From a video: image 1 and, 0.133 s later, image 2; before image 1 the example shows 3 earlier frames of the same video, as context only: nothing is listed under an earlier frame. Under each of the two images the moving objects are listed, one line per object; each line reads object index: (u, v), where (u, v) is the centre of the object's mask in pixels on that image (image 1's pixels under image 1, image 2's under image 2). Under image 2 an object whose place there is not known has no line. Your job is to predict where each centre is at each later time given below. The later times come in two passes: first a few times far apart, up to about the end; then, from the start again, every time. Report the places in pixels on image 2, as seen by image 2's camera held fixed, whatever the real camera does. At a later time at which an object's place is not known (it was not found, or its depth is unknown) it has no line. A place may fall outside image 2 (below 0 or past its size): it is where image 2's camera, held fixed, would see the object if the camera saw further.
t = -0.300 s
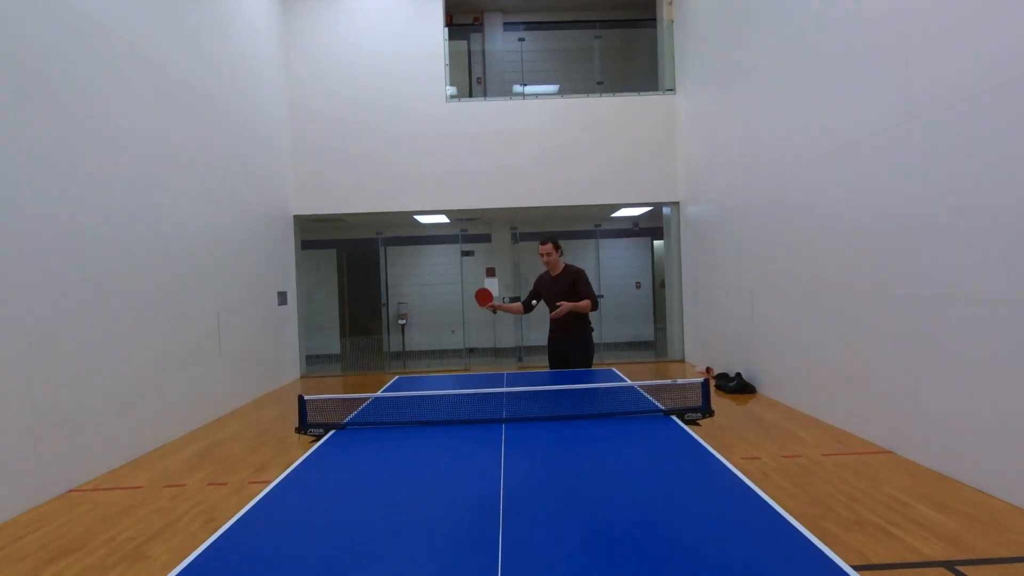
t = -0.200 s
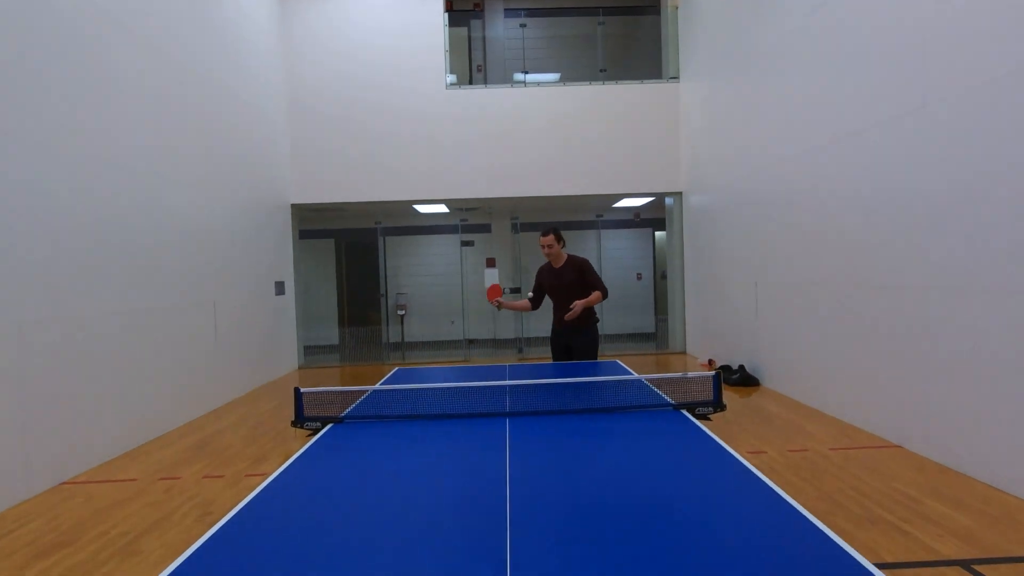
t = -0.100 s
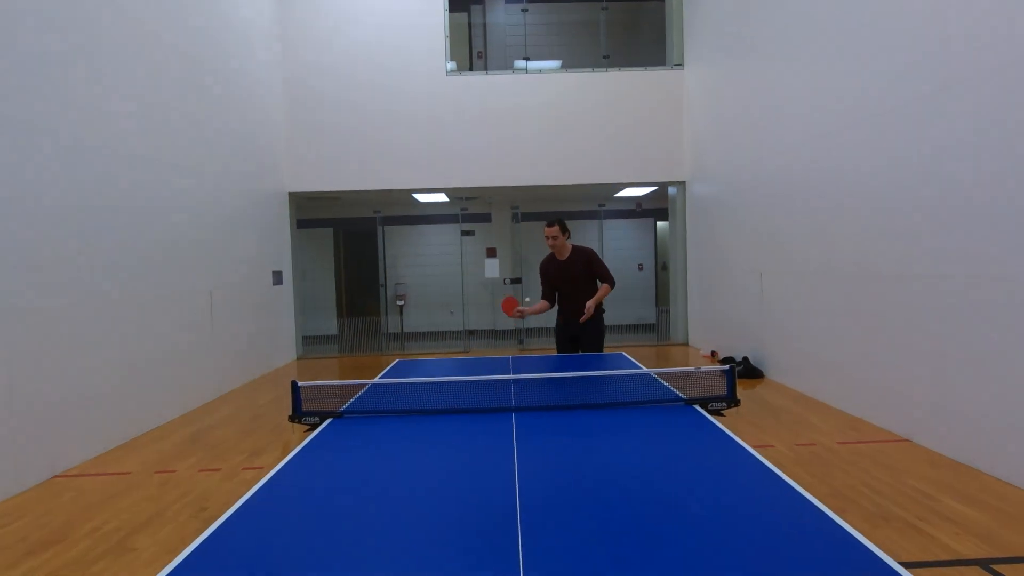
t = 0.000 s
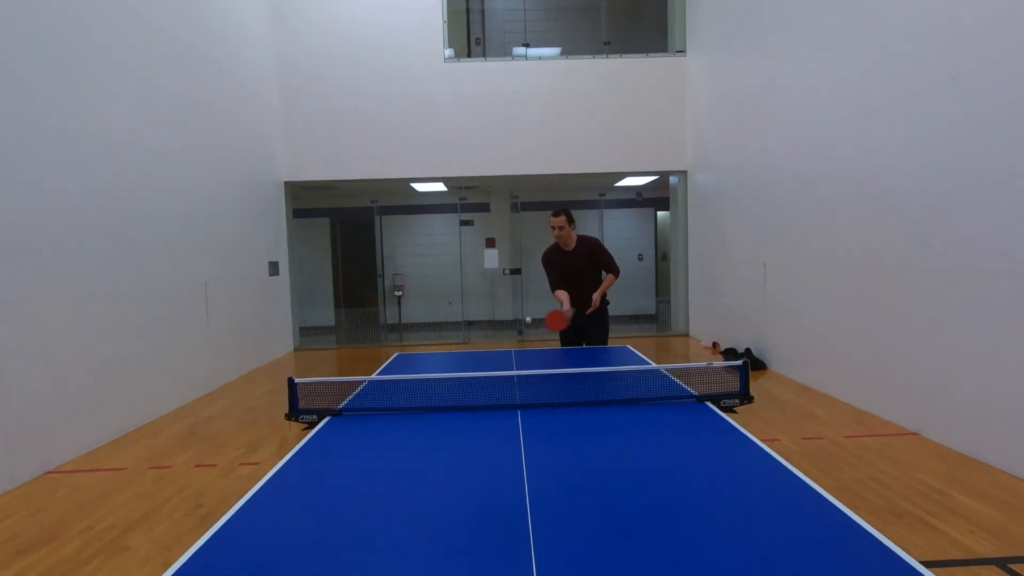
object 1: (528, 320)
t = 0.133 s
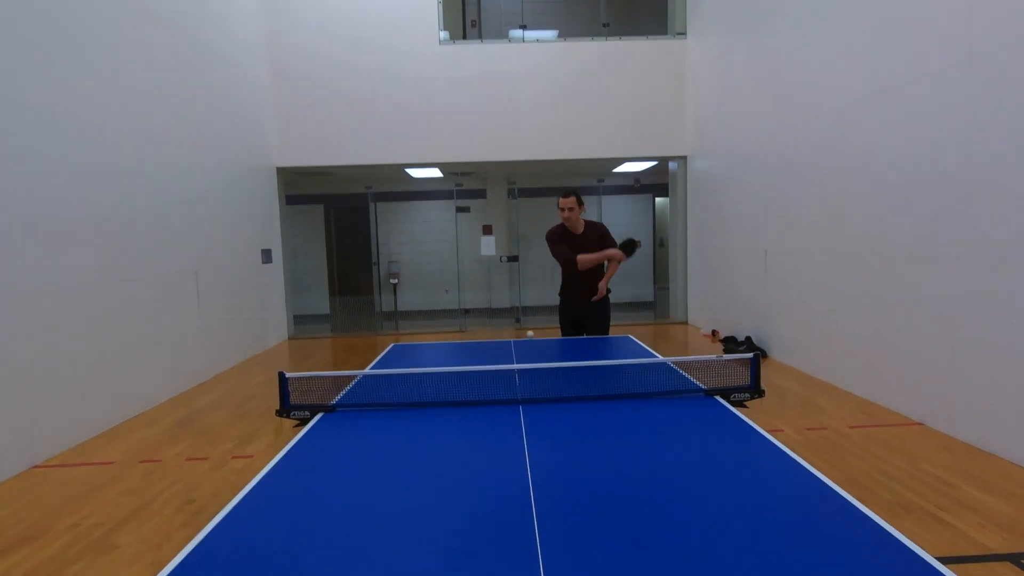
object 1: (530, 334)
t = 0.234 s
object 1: (526, 330)
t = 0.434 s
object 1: (500, 418)
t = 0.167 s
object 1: (529, 330)
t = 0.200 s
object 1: (528, 329)
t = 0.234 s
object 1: (526, 330)
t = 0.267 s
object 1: (524, 333)
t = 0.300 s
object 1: (521, 340)
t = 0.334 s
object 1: (517, 351)
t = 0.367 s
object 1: (512, 367)
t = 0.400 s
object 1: (506, 389)
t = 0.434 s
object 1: (500, 418)
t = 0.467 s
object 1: (492, 456)
